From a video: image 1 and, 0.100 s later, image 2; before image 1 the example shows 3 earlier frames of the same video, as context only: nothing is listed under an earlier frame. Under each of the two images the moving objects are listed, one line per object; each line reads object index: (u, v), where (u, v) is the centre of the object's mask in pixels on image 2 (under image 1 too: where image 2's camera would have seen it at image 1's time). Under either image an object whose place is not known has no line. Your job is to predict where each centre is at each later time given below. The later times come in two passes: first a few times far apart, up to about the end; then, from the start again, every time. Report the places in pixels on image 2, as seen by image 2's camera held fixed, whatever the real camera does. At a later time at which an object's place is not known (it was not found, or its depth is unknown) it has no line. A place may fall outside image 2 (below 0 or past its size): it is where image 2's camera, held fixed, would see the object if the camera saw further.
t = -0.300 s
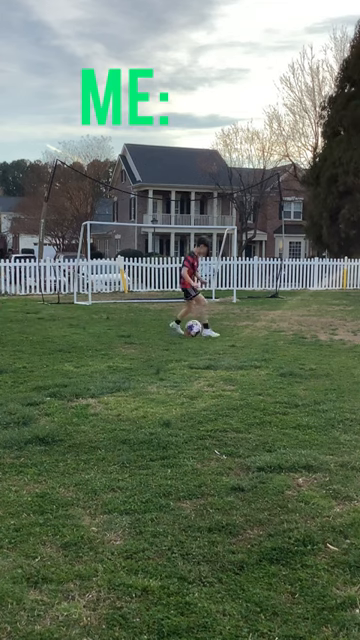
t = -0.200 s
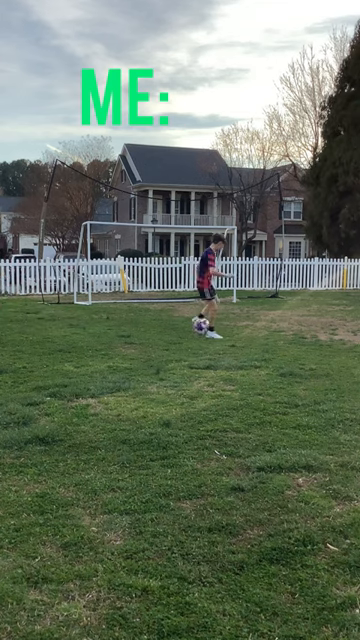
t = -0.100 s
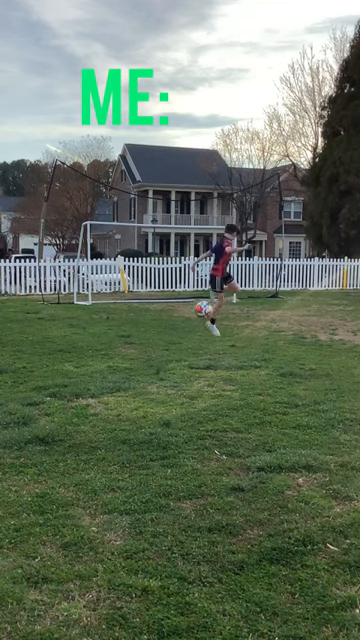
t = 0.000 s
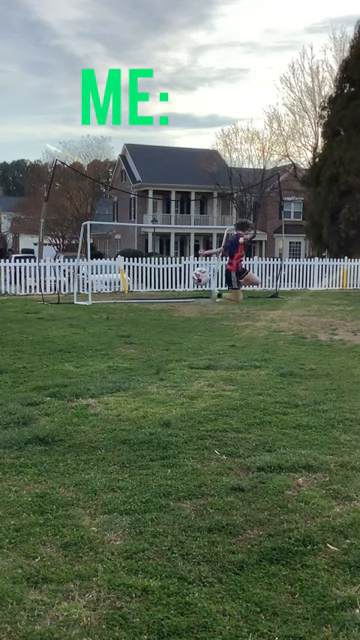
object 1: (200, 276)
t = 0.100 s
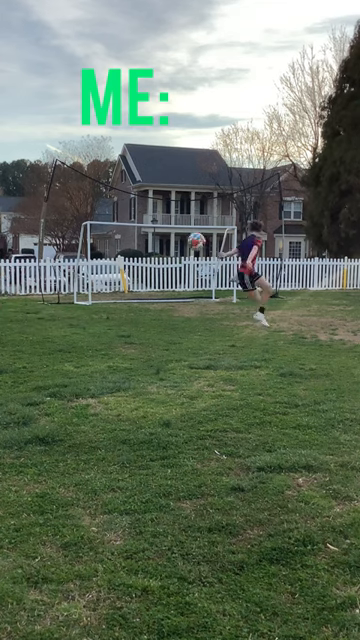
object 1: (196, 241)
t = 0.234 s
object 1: (190, 205)
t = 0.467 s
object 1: (178, 170)
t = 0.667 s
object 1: (166, 180)
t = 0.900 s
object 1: (151, 241)
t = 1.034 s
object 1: (141, 300)
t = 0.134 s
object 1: (195, 231)
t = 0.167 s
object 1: (193, 221)
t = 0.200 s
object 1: (191, 213)
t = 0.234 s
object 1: (190, 205)
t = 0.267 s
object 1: (189, 197)
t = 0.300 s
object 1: (187, 191)
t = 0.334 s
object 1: (185, 185)
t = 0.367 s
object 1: (184, 180)
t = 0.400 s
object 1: (182, 176)
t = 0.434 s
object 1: (180, 173)
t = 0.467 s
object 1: (178, 170)
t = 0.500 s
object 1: (176, 170)
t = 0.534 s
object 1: (174, 170)
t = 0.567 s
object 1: (172, 171)
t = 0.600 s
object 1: (170, 173)
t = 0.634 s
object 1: (168, 176)
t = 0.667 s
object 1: (166, 180)
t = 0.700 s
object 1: (164, 185)
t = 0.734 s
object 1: (162, 192)
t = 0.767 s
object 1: (160, 199)
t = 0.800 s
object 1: (157, 207)
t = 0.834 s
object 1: (155, 217)
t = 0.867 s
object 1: (153, 228)
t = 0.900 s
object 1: (151, 241)
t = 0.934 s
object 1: (148, 253)
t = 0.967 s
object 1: (145, 268)
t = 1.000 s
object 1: (143, 283)
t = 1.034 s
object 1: (141, 300)
